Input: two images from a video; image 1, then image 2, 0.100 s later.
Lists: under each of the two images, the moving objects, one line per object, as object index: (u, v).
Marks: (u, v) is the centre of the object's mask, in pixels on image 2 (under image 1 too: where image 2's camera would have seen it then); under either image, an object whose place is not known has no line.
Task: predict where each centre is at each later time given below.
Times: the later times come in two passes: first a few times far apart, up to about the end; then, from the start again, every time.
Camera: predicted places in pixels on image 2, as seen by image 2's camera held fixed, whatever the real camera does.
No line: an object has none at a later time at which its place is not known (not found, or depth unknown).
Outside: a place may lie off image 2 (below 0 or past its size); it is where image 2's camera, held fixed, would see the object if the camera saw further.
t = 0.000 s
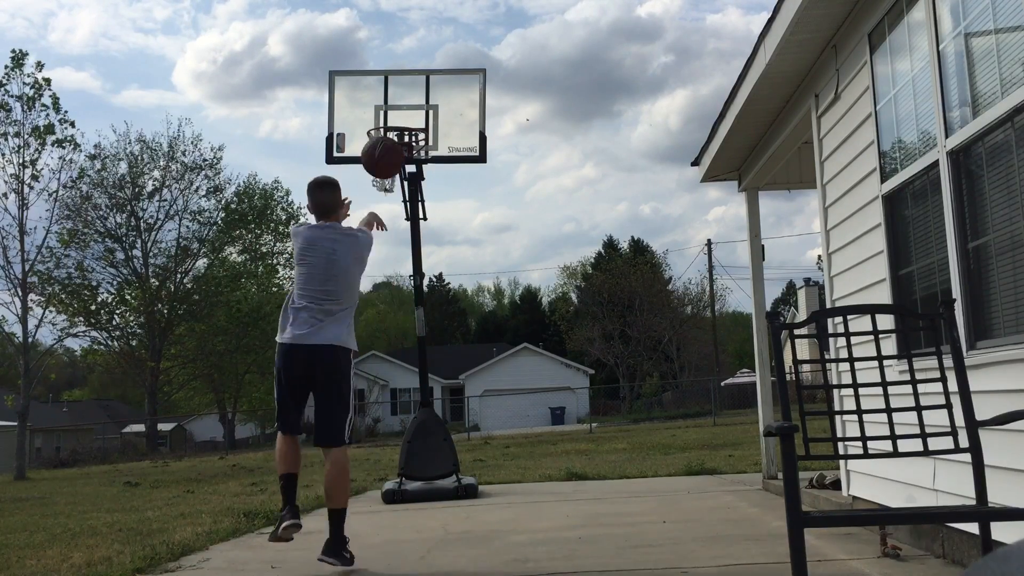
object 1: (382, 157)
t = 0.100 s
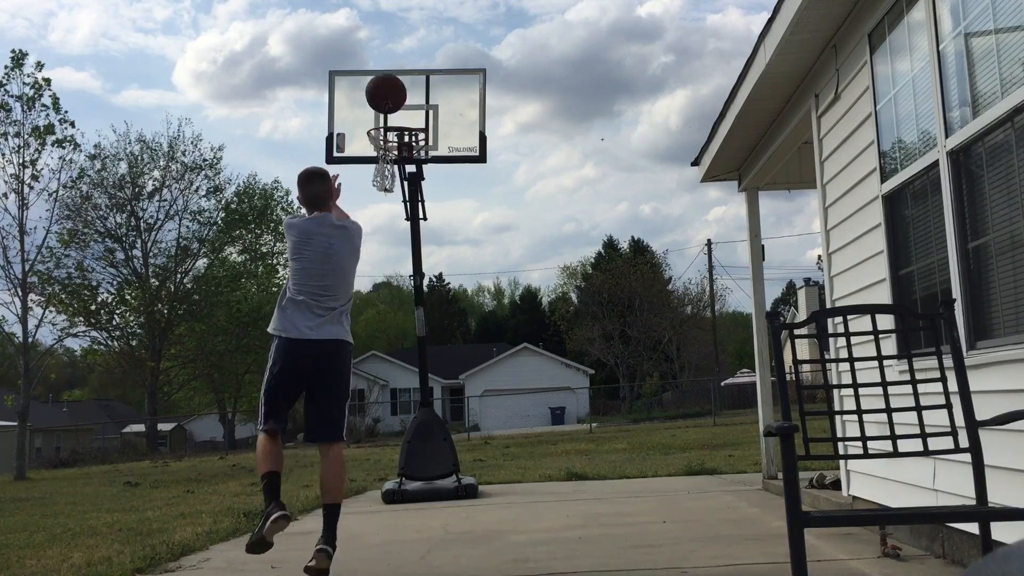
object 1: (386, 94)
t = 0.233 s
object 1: (390, 41)
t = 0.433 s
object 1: (396, 19)
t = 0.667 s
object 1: (404, 58)
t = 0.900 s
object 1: (403, 143)
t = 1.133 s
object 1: (348, 186)
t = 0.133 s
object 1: (387, 77)
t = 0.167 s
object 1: (388, 63)
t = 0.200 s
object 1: (389, 51)
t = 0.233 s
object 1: (390, 41)
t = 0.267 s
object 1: (391, 33)
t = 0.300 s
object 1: (392, 27)
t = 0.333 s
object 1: (393, 22)
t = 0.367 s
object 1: (394, 20)
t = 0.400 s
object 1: (395, 18)
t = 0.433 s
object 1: (396, 19)
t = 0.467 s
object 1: (397, 21)
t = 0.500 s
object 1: (398, 24)
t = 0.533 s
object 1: (399, 28)
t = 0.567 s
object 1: (400, 34)
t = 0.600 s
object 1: (401, 41)
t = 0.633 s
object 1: (402, 49)
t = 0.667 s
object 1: (404, 58)
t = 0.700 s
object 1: (405, 68)
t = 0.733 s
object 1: (406, 80)
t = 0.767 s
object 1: (407, 92)
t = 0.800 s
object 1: (408, 105)
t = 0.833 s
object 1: (409, 117)
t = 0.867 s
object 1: (411, 135)
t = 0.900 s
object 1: (403, 143)
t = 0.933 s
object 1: (390, 146)
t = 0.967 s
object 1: (378, 156)
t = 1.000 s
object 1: (372, 160)
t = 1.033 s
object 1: (365, 168)
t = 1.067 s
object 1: (360, 171)
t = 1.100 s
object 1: (354, 178)
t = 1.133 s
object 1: (348, 186)
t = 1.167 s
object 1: (342, 196)
